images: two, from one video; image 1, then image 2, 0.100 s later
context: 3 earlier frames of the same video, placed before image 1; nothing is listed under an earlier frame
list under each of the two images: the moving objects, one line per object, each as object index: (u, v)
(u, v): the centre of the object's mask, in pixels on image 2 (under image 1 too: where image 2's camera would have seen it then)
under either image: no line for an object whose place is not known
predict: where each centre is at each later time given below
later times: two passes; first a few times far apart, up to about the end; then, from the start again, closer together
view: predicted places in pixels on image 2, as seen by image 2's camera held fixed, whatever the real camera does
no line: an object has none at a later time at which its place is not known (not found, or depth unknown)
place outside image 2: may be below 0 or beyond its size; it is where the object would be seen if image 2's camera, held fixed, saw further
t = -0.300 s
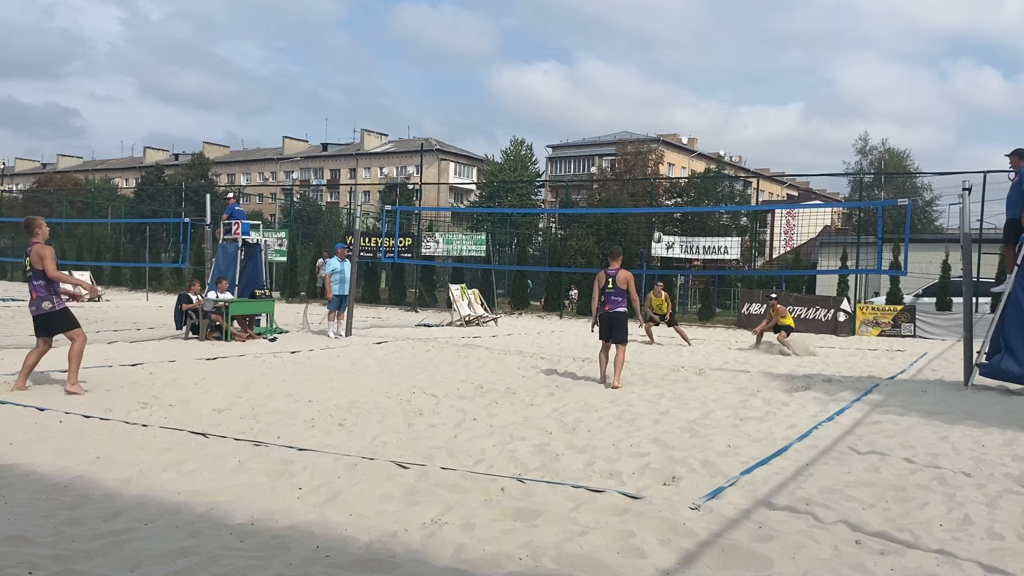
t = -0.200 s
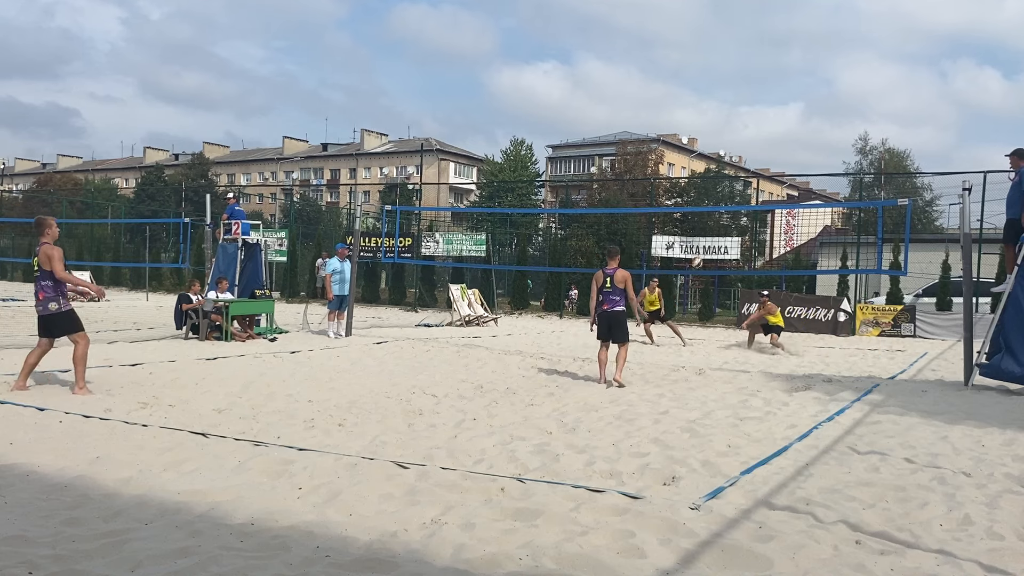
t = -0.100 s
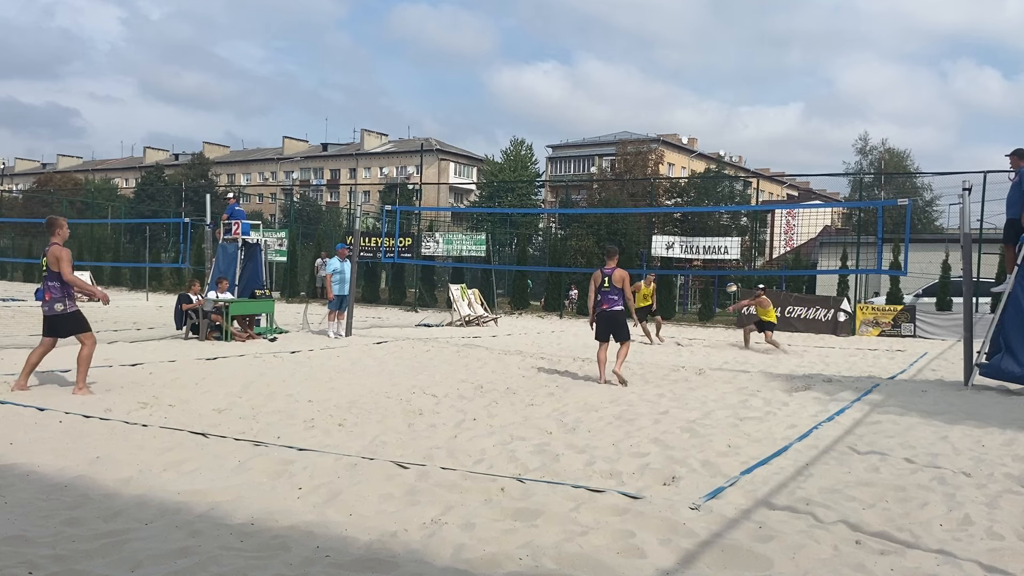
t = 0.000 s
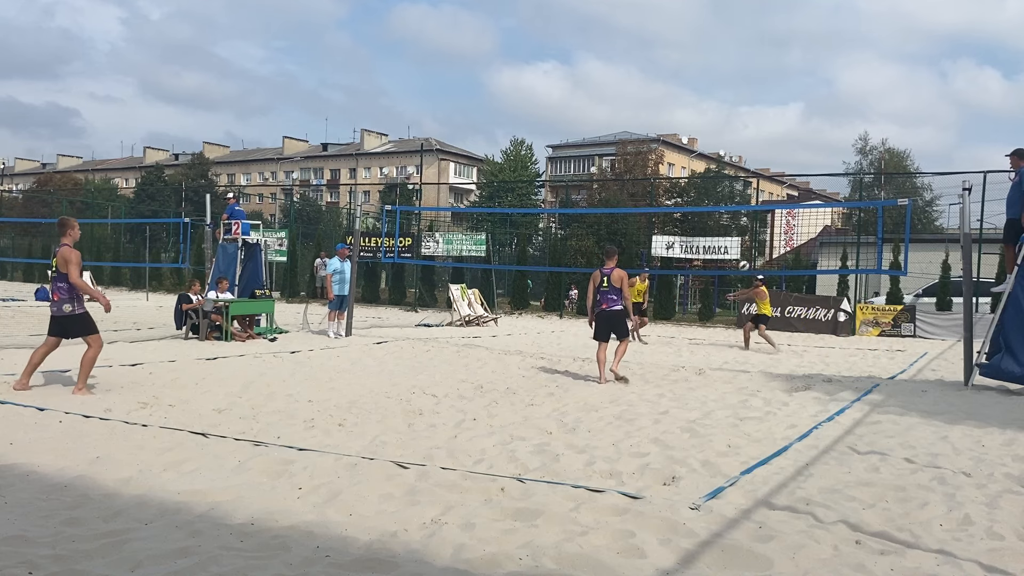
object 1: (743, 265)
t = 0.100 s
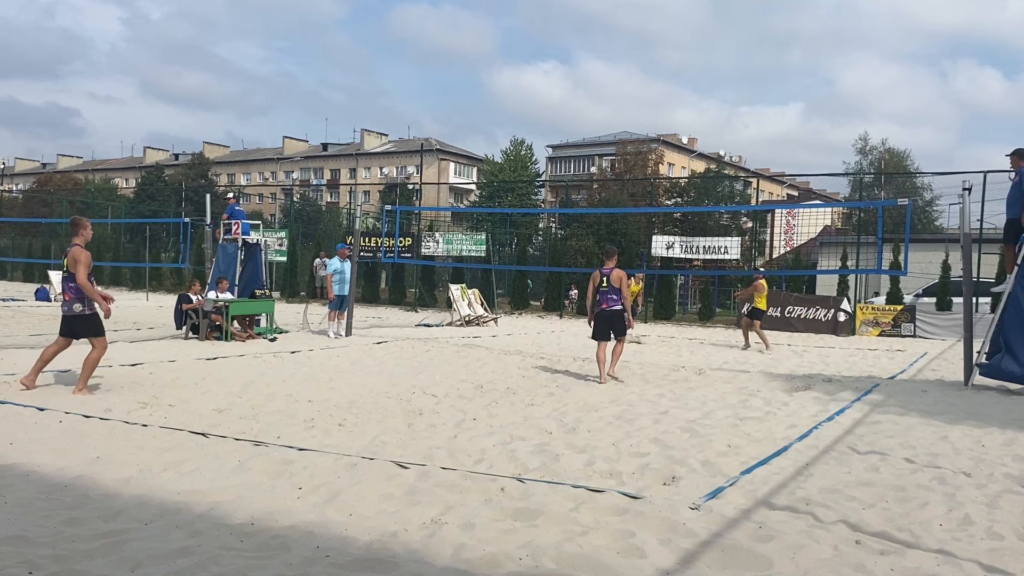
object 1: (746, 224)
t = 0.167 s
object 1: (749, 199)
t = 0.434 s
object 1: (761, 120)
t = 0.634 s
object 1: (771, 81)
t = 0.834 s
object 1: (780, 61)
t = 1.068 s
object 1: (791, 63)
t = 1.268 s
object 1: (798, 88)
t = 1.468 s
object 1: (805, 134)
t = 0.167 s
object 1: (749, 199)
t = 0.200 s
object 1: (751, 187)
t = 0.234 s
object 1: (753, 176)
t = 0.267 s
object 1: (753, 166)
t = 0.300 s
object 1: (755, 155)
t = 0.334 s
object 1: (757, 146)
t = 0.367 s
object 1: (758, 136)
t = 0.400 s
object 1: (759, 128)
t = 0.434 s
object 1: (761, 120)
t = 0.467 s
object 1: (763, 112)
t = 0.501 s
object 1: (765, 105)
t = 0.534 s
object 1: (766, 98)
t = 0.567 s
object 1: (768, 92)
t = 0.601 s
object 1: (769, 86)
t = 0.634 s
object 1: (771, 81)
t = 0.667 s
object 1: (773, 76)
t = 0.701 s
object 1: (774, 72)
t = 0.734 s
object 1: (776, 69)
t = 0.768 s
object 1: (777, 66)
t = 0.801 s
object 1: (779, 63)
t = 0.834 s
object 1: (780, 61)
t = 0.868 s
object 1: (782, 60)
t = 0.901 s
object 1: (783, 59)
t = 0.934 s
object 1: (785, 59)
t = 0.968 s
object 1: (786, 59)
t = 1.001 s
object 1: (788, 60)
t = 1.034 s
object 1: (789, 61)
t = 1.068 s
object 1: (791, 63)
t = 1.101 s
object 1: (792, 66)
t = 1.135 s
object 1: (793, 69)
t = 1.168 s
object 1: (794, 73)
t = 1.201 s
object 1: (796, 78)
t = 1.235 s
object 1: (797, 82)
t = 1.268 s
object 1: (798, 88)
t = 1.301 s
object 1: (799, 95)
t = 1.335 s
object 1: (801, 101)
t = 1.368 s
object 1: (802, 109)
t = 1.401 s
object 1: (803, 116)
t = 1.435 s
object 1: (804, 125)
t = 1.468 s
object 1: (805, 134)
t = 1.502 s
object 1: (806, 144)
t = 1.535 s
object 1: (807, 155)
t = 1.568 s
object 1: (808, 166)
